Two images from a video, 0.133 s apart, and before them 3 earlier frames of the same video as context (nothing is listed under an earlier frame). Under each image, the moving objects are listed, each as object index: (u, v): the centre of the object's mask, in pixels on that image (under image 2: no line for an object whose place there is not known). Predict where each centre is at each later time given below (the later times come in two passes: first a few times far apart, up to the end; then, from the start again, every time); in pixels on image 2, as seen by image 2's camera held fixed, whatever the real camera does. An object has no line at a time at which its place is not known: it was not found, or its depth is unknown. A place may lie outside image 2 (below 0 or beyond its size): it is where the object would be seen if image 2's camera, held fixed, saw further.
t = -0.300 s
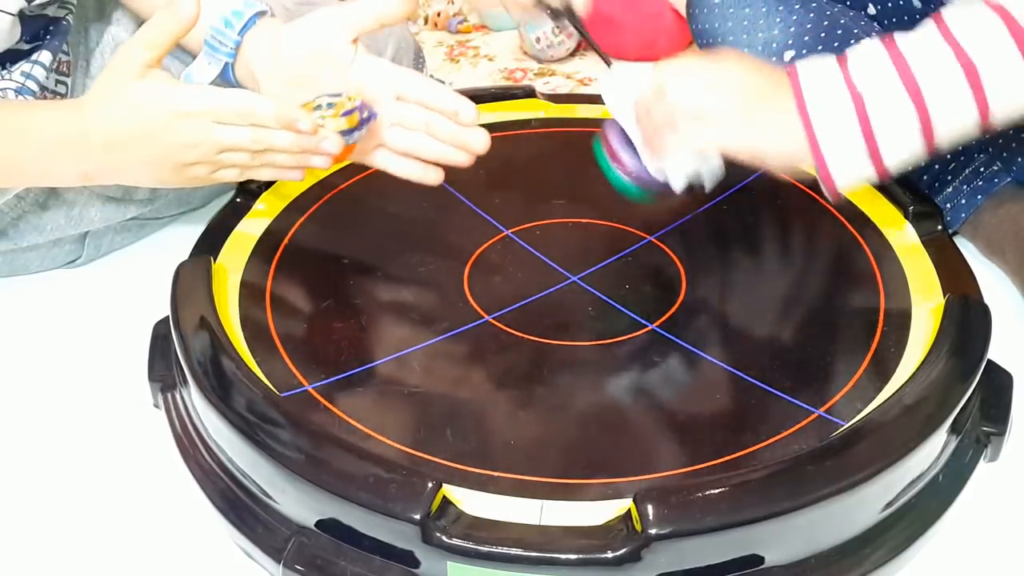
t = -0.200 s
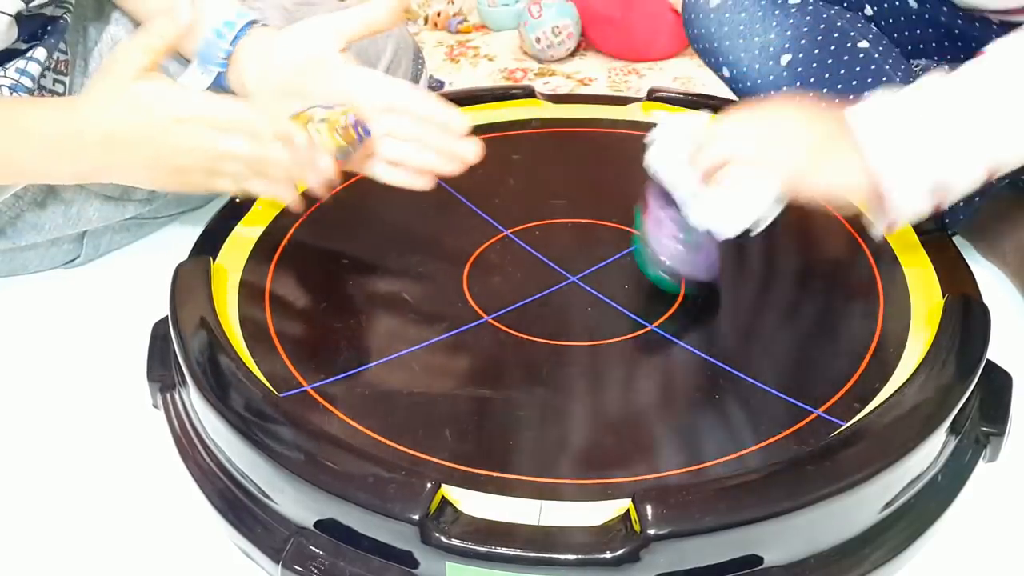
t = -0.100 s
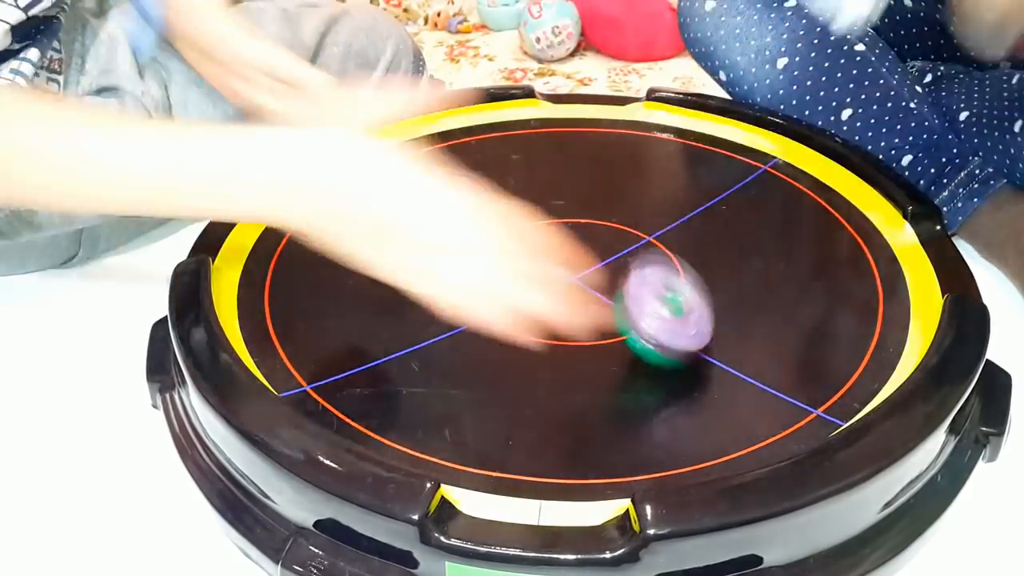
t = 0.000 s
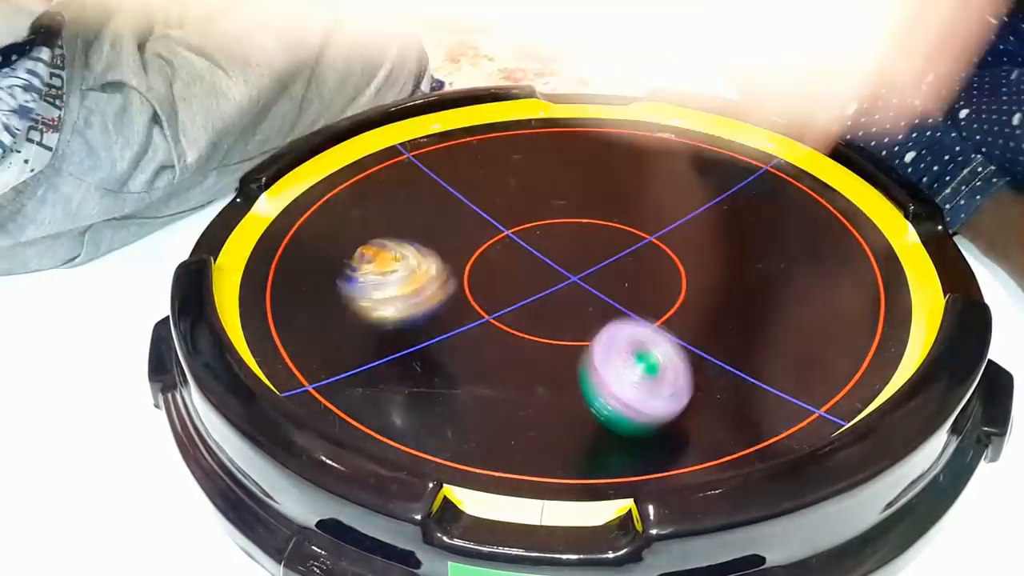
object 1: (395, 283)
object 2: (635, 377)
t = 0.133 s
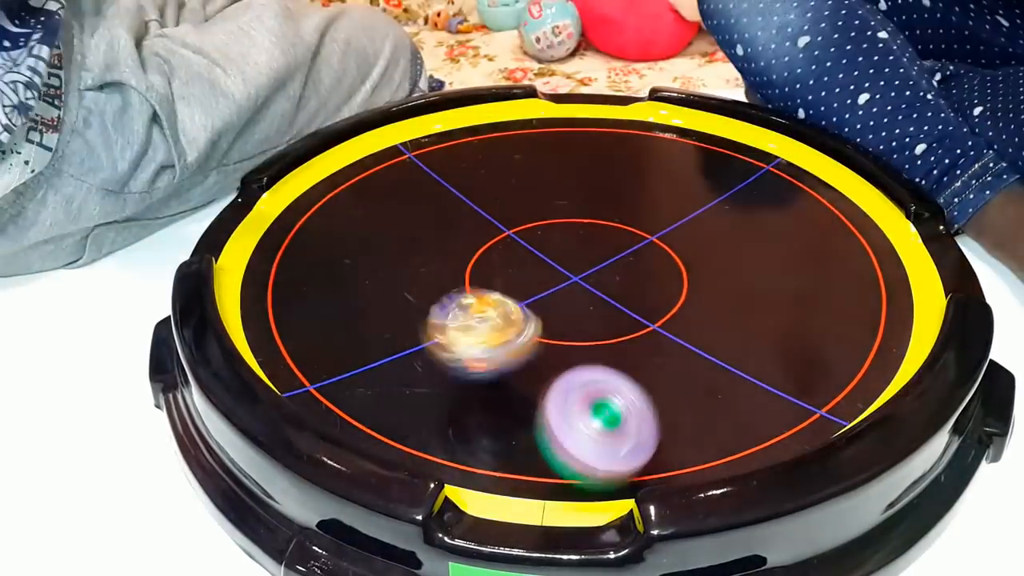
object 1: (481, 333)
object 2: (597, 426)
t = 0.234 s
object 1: (550, 345)
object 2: (584, 432)
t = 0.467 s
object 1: (642, 302)
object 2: (646, 398)
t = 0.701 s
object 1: (596, 258)
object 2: (782, 314)
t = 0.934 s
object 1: (516, 263)
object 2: (848, 265)
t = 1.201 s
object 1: (522, 316)
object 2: (886, 241)
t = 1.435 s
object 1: (600, 303)
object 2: (883, 241)
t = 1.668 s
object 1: (586, 254)
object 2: (841, 242)
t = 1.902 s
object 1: (511, 242)
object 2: (768, 241)
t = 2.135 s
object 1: (483, 278)
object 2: (682, 232)
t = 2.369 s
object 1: (545, 293)
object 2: (593, 213)
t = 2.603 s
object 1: (571, 249)
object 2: (522, 190)
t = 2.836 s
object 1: (521, 223)
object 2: (477, 166)
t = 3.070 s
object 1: (485, 243)
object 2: (467, 156)
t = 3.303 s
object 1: (531, 264)
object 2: (475, 152)
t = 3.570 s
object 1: (571, 226)
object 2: (500, 164)
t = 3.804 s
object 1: (555, 224)
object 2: (514, 169)
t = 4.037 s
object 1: (559, 248)
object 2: (535, 189)
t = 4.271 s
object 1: (603, 256)
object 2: (545, 209)
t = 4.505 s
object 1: (619, 255)
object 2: (525, 204)
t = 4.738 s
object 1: (618, 260)
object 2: (525, 204)
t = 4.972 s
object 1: (607, 258)
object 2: (532, 206)
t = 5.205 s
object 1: (603, 256)
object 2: (545, 212)
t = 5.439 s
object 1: (610, 277)
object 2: (554, 218)
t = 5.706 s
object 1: (622, 271)
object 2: (553, 226)
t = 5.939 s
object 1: (612, 272)
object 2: (549, 224)
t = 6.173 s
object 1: (615, 289)
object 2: (555, 215)
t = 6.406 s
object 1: (612, 277)
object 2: (560, 204)
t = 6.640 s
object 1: (582, 274)
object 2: (574, 201)
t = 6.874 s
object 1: (574, 283)
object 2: (585, 213)
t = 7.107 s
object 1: (564, 284)
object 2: (592, 220)
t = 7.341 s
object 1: (552, 327)
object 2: (608, 214)
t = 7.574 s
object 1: (608, 326)
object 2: (616, 221)
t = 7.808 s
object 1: (593, 288)
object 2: (614, 224)
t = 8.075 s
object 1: (515, 301)
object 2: (612, 225)
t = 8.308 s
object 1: (532, 337)
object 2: (610, 221)
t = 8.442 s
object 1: (565, 335)
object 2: (604, 222)
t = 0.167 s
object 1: (504, 325)
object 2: (591, 432)
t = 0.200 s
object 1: (532, 331)
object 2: (587, 433)
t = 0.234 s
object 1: (550, 345)
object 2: (584, 432)
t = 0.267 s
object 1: (572, 341)
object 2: (585, 426)
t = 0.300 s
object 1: (590, 343)
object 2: (587, 427)
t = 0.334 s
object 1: (607, 336)
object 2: (592, 426)
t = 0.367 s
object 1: (620, 329)
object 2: (601, 422)
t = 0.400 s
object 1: (632, 321)
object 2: (614, 415)
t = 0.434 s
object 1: (639, 311)
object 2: (628, 407)
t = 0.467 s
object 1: (642, 302)
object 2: (646, 398)
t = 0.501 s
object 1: (642, 294)
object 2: (665, 386)
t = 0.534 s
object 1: (639, 286)
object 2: (685, 374)
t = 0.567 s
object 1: (635, 278)
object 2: (706, 362)
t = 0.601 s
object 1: (628, 271)
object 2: (726, 350)
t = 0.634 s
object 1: (618, 266)
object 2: (748, 337)
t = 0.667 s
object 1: (608, 262)
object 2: (766, 325)
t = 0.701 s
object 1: (596, 258)
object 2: (782, 314)
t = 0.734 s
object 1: (583, 256)
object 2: (794, 303)
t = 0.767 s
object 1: (571, 254)
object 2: (804, 294)
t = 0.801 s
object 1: (558, 253)
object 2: (814, 287)
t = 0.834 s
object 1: (546, 254)
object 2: (823, 280)
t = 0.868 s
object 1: (535, 256)
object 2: (832, 275)
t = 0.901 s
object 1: (525, 259)
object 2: (841, 269)
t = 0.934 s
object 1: (516, 263)
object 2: (848, 265)
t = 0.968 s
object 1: (508, 269)
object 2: (856, 261)
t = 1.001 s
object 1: (501, 275)
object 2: (863, 258)
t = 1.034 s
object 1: (498, 283)
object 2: (869, 254)
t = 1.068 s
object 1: (498, 291)
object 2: (875, 251)
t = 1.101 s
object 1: (500, 299)
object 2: (880, 248)
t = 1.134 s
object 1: (504, 305)
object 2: (884, 245)
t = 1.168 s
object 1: (512, 311)
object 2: (885, 243)
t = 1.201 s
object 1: (522, 316)
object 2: (886, 241)
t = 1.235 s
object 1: (533, 320)
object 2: (887, 240)
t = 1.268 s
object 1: (546, 321)
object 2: (887, 240)
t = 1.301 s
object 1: (558, 321)
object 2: (887, 240)
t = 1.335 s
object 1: (571, 319)
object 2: (887, 239)
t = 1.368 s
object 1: (583, 315)
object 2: (886, 239)
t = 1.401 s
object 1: (593, 310)
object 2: (885, 240)
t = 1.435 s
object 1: (600, 303)
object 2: (883, 241)
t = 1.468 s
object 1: (605, 296)
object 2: (881, 241)
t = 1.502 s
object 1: (608, 288)
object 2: (876, 241)
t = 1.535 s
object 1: (608, 279)
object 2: (871, 240)
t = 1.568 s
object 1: (605, 272)
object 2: (864, 240)
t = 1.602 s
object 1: (600, 265)
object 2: (857, 241)
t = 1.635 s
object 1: (593, 259)
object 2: (849, 241)
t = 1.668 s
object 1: (586, 254)
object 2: (841, 242)
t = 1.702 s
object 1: (577, 249)
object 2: (832, 241)
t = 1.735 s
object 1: (566, 246)
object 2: (824, 241)
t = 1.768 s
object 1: (556, 243)
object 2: (813, 241)
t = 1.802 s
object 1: (546, 242)
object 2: (803, 242)
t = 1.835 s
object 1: (534, 240)
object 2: (792, 241)
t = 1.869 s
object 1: (523, 240)
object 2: (780, 242)
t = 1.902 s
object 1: (511, 242)
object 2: (768, 241)
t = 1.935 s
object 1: (501, 246)
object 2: (756, 241)
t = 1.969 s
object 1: (494, 250)
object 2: (744, 240)
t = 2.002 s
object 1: (488, 254)
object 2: (731, 239)
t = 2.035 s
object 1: (482, 259)
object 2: (719, 237)
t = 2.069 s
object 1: (480, 265)
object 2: (707, 236)
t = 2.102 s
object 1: (480, 272)
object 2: (695, 234)
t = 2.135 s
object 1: (483, 278)
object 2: (682, 232)
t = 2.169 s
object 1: (487, 284)
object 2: (669, 230)
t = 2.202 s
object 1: (494, 290)
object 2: (656, 227)
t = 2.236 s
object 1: (502, 293)
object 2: (644, 224)
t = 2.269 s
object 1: (513, 295)
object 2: (631, 222)
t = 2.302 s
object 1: (523, 296)
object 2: (618, 219)
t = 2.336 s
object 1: (534, 295)
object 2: (606, 216)
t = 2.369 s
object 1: (545, 293)
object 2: (593, 213)
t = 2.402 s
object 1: (555, 289)
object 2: (581, 209)
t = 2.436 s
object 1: (563, 283)
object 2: (570, 206)
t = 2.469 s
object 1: (569, 277)
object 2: (559, 203)
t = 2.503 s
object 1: (573, 270)
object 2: (549, 199)
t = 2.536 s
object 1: (575, 264)
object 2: (539, 196)
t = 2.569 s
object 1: (574, 256)
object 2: (531, 193)
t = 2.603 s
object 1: (571, 249)
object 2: (522, 190)
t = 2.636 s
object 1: (568, 243)
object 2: (514, 187)
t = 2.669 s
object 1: (562, 238)
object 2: (506, 183)
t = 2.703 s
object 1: (555, 233)
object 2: (499, 180)
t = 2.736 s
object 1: (547, 229)
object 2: (492, 176)
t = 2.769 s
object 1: (538, 226)
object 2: (487, 173)
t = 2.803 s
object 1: (530, 224)
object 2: (482, 169)
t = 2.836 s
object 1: (521, 223)
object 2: (477, 166)
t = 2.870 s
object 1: (512, 224)
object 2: (474, 163)
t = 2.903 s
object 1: (505, 225)
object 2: (471, 161)
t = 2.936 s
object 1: (500, 227)
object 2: (470, 160)
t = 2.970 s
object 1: (493, 229)
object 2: (469, 159)
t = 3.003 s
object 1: (488, 232)
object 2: (468, 158)
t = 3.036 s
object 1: (486, 237)
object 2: (467, 157)
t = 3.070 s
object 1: (485, 243)
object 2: (467, 156)
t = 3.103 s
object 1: (486, 248)
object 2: (467, 154)
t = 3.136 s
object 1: (490, 253)
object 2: (468, 153)
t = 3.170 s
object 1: (495, 258)
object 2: (469, 152)
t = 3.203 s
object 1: (502, 261)
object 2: (470, 152)
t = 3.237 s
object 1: (510, 263)
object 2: (471, 151)
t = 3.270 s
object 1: (520, 265)
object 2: (473, 151)
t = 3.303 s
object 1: (531, 264)
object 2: (475, 152)
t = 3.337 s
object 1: (540, 263)
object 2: (477, 152)
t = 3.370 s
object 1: (550, 260)
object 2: (480, 153)
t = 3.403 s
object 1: (558, 256)
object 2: (483, 154)
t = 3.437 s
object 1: (564, 251)
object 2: (487, 156)
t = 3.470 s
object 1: (569, 245)
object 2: (490, 157)
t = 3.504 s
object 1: (572, 239)
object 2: (493, 159)
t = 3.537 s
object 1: (572, 232)
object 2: (497, 162)
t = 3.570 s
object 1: (571, 226)
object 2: (500, 164)
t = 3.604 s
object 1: (569, 221)
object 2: (504, 167)
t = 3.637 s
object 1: (565, 216)
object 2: (506, 170)
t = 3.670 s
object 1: (563, 217)
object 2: (508, 170)
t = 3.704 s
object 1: (564, 217)
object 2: (510, 168)
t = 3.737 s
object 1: (562, 221)
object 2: (511, 167)
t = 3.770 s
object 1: (560, 223)
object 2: (512, 168)
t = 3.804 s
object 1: (555, 224)
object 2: (514, 169)
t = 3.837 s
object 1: (552, 226)
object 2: (517, 170)
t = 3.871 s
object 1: (551, 230)
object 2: (521, 173)
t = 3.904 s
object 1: (549, 234)
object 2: (525, 177)
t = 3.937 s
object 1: (549, 237)
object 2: (528, 179)
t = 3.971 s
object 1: (552, 241)
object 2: (531, 183)
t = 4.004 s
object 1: (555, 245)
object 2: (533, 186)
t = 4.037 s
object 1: (559, 248)
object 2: (535, 189)
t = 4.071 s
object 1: (565, 251)
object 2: (537, 192)
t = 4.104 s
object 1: (572, 253)
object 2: (538, 196)
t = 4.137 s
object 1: (579, 254)
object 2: (540, 199)
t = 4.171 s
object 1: (586, 256)
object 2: (542, 203)
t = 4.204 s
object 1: (592, 256)
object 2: (543, 205)
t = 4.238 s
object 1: (598, 256)
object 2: (544, 207)
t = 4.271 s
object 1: (603, 256)
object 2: (545, 209)
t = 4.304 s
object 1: (607, 256)
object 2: (544, 210)
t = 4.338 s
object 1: (607, 255)
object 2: (544, 211)
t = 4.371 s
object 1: (607, 254)
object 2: (544, 212)
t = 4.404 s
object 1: (611, 256)
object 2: (540, 209)
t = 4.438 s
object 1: (614, 256)
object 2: (534, 206)
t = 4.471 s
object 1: (618, 256)
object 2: (529, 205)
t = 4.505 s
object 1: (619, 255)
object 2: (525, 204)
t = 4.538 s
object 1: (619, 254)
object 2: (522, 203)
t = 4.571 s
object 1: (618, 254)
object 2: (519, 202)
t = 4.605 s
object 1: (616, 254)
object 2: (518, 202)
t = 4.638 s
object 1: (613, 255)
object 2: (519, 203)
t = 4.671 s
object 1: (613, 256)
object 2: (521, 204)
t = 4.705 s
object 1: (615, 258)
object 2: (523, 204)
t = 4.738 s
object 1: (618, 260)
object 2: (525, 204)
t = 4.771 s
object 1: (618, 261)
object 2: (526, 205)
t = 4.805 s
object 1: (616, 260)
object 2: (527, 205)
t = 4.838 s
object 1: (615, 260)
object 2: (528, 205)
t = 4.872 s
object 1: (615, 260)
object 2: (528, 206)
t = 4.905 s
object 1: (613, 260)
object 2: (529, 205)
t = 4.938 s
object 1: (610, 259)
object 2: (531, 206)
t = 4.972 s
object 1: (607, 258)
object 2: (532, 206)
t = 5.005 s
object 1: (605, 257)
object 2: (535, 208)
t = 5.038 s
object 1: (604, 255)
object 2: (536, 208)
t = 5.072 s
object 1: (605, 255)
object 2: (539, 209)
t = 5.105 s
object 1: (605, 255)
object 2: (540, 210)
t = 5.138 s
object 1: (605, 256)
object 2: (542, 211)
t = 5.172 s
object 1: (604, 256)
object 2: (543, 211)
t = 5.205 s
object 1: (603, 256)
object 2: (545, 212)
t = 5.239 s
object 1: (604, 258)
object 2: (546, 211)
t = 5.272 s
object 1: (603, 260)
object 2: (547, 212)
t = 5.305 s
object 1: (602, 264)
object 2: (548, 213)
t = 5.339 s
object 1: (603, 268)
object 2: (549, 213)
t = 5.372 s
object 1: (604, 272)
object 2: (549, 215)
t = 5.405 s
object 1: (607, 276)
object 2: (551, 216)
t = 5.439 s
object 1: (610, 277)
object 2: (554, 218)
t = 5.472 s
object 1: (613, 278)
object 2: (555, 220)
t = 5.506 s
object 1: (615, 279)
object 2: (556, 221)
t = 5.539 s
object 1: (617, 277)
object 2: (557, 223)
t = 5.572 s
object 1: (620, 274)
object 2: (558, 224)
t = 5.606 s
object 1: (622, 274)
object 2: (559, 226)
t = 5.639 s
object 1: (620, 272)
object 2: (558, 228)
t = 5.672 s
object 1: (620, 272)
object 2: (557, 227)
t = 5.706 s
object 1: (622, 271)
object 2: (553, 226)
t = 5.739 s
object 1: (622, 269)
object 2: (551, 225)
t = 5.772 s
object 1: (621, 269)
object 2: (550, 226)
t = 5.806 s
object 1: (620, 271)
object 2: (549, 226)
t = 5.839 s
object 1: (620, 271)
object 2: (549, 226)
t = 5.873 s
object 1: (616, 270)
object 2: (548, 225)
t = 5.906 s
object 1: (613, 271)
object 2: (548, 225)
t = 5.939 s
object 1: (612, 272)
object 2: (549, 224)
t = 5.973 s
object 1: (611, 274)
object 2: (551, 226)
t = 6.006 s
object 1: (611, 276)
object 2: (554, 226)
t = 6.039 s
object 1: (611, 279)
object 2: (557, 226)
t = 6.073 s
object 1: (611, 283)
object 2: (558, 224)
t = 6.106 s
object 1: (612, 287)
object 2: (558, 221)
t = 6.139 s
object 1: (613, 289)
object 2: (556, 218)
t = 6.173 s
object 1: (615, 289)
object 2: (555, 215)
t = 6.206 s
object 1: (615, 289)
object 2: (555, 214)
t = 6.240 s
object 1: (616, 287)
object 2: (555, 212)
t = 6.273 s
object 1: (617, 284)
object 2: (556, 209)
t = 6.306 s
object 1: (617, 283)
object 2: (556, 208)
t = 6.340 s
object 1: (616, 280)
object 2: (557, 206)
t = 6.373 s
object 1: (615, 278)
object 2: (559, 205)
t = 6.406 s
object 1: (612, 277)
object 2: (560, 204)
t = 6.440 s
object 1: (609, 275)
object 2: (562, 203)
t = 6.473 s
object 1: (605, 273)
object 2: (563, 202)
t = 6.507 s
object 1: (600, 273)
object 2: (565, 202)
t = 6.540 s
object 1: (595, 272)
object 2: (566, 201)
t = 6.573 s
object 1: (590, 272)
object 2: (568, 200)
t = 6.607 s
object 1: (585, 273)
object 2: (571, 200)
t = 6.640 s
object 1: (582, 274)
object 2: (574, 201)
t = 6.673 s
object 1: (578, 275)
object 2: (576, 203)
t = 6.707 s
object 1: (576, 276)
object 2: (578, 203)
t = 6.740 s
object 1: (573, 278)
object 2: (579, 205)
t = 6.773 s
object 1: (573, 279)
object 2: (581, 206)
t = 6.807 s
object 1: (574, 281)
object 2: (583, 209)
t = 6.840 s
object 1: (574, 282)
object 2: (584, 211)
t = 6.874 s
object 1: (574, 283)
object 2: (585, 213)
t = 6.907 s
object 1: (573, 283)
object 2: (585, 214)
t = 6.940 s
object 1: (572, 283)
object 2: (586, 216)
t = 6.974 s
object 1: (569, 283)
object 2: (587, 217)
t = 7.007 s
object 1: (566, 280)
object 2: (588, 217)
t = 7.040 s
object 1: (566, 279)
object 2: (589, 218)
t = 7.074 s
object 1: (567, 277)
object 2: (590, 220)
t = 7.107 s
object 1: (564, 284)
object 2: (592, 220)
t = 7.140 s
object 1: (561, 292)
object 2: (596, 221)
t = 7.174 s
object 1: (554, 297)
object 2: (598, 217)
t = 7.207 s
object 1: (548, 303)
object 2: (601, 215)
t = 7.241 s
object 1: (545, 309)
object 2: (602, 215)
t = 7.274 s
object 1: (546, 316)
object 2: (604, 214)
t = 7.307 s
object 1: (548, 322)
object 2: (606, 214)
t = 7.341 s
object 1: (552, 327)
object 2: (608, 214)
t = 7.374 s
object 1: (557, 330)
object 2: (610, 214)
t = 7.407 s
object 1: (565, 332)
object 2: (612, 215)
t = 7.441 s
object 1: (575, 334)
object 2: (613, 216)
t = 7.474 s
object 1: (585, 333)
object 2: (615, 217)
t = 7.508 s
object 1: (594, 332)
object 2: (616, 218)
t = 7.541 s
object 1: (602, 330)
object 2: (616, 220)
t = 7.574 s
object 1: (608, 326)
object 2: (616, 221)
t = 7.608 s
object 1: (611, 321)
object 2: (616, 221)
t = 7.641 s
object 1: (612, 315)
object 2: (616, 222)
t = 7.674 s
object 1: (612, 308)
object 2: (616, 225)
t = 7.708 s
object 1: (611, 302)
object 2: (615, 226)
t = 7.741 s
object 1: (608, 296)
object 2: (614, 226)
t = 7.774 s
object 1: (601, 291)
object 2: (613, 225)
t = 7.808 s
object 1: (593, 288)
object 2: (614, 224)
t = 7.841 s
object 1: (585, 284)
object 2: (614, 226)
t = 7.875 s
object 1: (572, 287)
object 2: (614, 227)
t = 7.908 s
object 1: (561, 288)
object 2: (615, 227)
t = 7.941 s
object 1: (552, 288)
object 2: (613, 226)
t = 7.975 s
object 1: (541, 289)
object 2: (612, 227)
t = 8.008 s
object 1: (531, 291)
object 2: (612, 227)
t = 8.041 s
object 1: (521, 296)
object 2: (612, 225)
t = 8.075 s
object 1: (515, 301)
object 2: (612, 225)
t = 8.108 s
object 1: (511, 307)
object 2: (612, 223)
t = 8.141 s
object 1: (509, 313)
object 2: (613, 222)
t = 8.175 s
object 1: (508, 319)
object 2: (613, 221)
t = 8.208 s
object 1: (511, 324)
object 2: (613, 221)
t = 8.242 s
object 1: (516, 329)
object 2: (612, 221)
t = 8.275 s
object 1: (523, 333)
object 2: (611, 221)
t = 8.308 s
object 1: (532, 337)
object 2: (610, 221)
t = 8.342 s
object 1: (540, 339)
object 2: (608, 222)
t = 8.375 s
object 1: (550, 339)
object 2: (607, 222)
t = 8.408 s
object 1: (558, 338)
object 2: (606, 221)
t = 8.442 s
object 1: (565, 335)
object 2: (604, 222)
